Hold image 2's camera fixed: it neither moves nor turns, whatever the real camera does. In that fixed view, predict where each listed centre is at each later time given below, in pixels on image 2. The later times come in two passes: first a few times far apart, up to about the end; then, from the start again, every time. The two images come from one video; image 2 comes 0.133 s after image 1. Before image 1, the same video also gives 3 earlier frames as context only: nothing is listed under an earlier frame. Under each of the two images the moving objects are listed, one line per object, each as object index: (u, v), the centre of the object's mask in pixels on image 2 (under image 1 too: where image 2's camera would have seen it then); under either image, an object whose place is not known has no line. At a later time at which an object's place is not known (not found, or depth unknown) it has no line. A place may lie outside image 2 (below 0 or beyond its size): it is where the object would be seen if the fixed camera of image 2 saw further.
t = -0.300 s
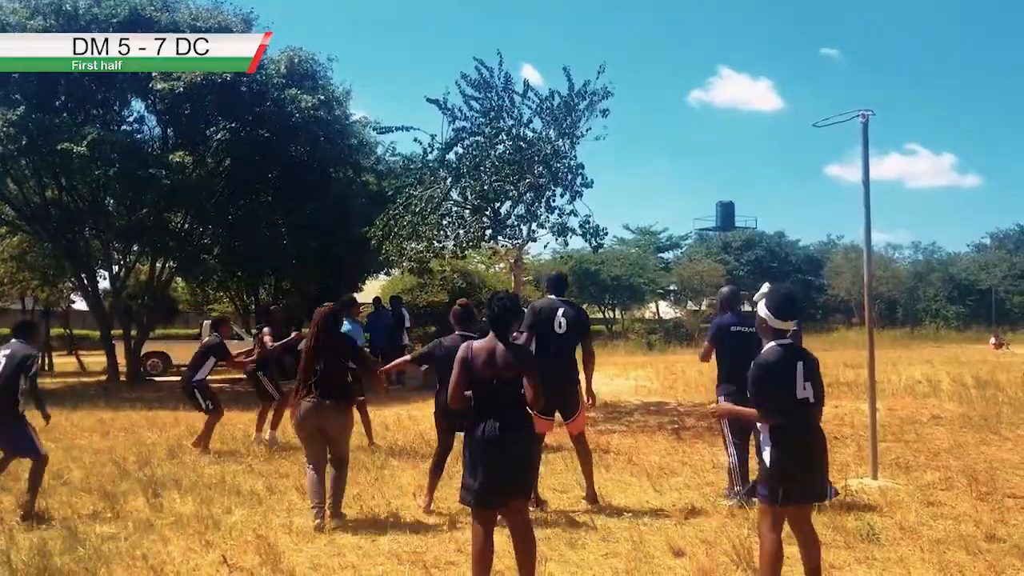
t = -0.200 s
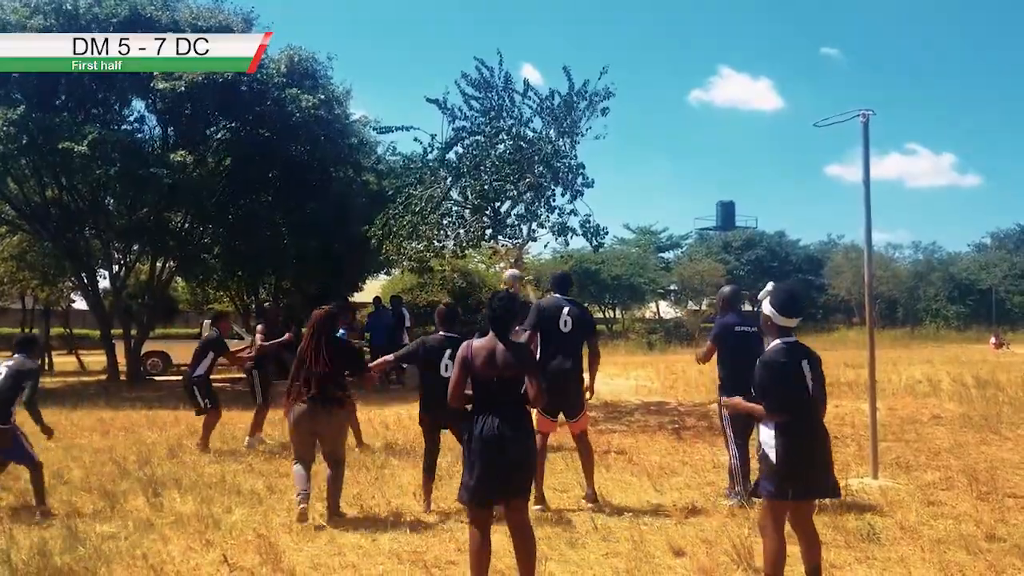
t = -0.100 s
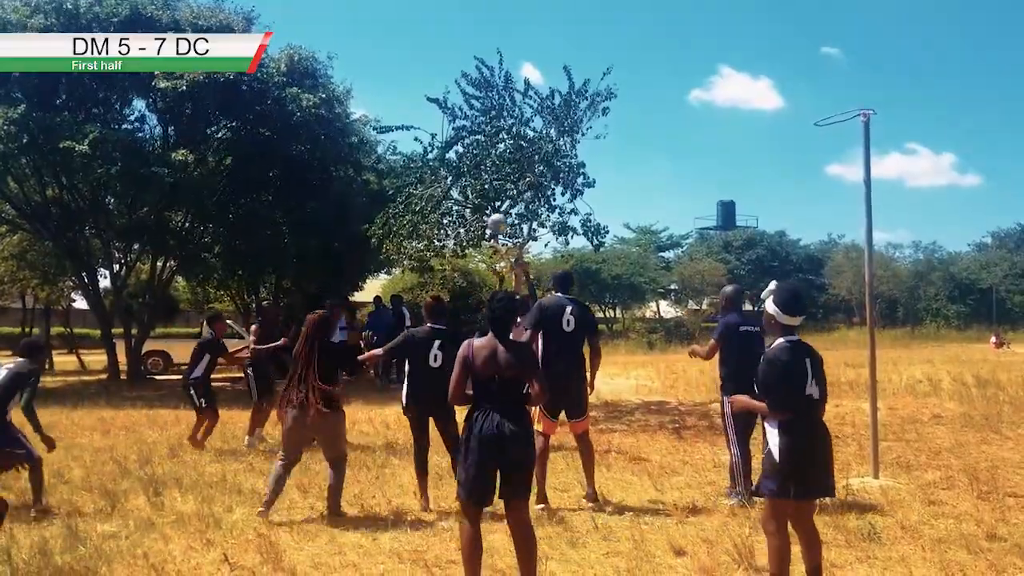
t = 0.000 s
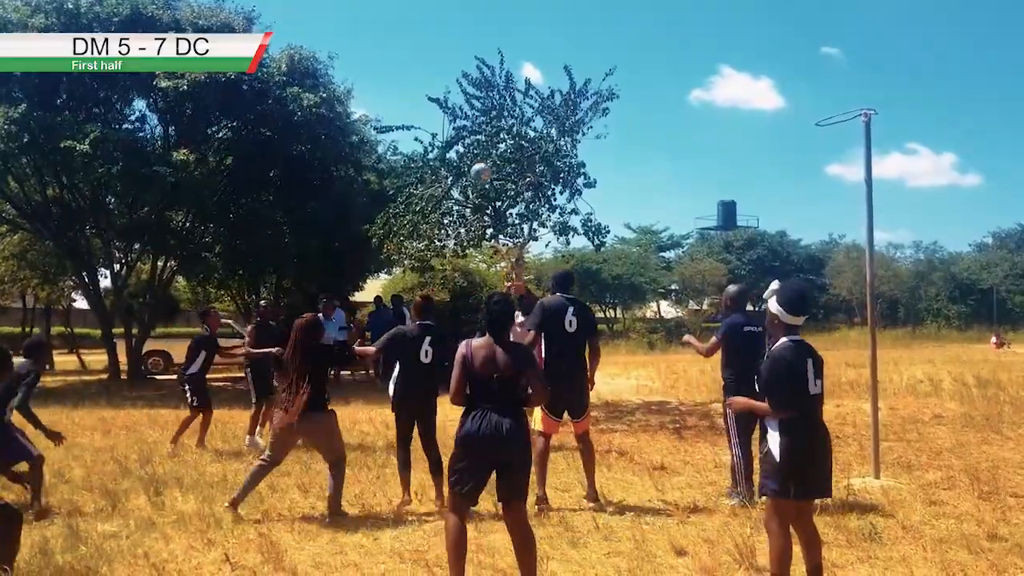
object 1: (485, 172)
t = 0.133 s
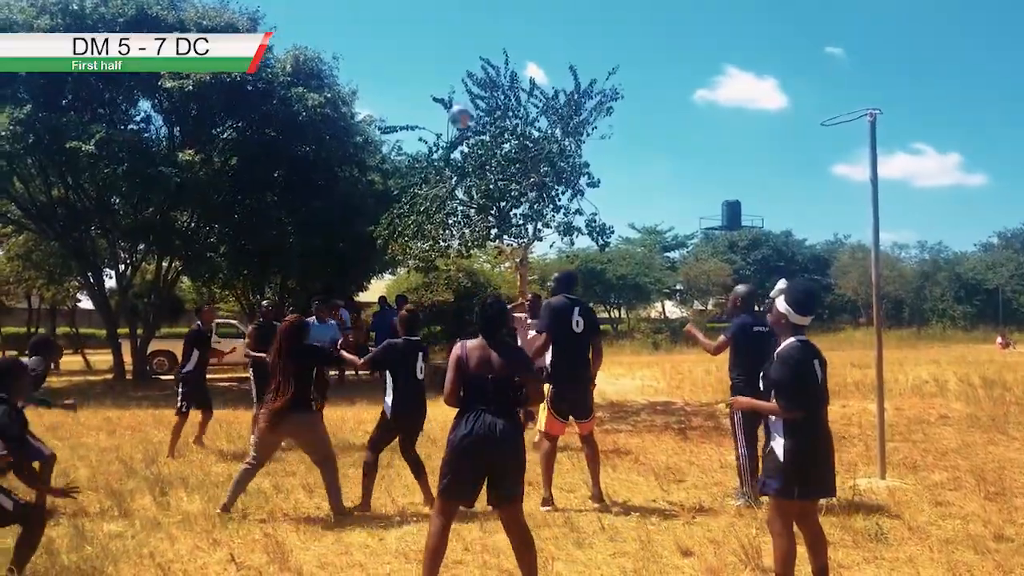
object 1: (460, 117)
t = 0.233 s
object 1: (439, 80)
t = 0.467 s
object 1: (384, 29)
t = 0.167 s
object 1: (453, 104)
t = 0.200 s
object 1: (445, 92)
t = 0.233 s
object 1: (439, 80)
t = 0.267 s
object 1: (432, 70)
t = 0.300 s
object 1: (424, 61)
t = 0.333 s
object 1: (417, 52)
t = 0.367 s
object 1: (409, 45)
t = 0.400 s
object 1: (401, 38)
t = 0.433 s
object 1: (392, 33)
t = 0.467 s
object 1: (384, 29)
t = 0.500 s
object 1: (375, 26)
